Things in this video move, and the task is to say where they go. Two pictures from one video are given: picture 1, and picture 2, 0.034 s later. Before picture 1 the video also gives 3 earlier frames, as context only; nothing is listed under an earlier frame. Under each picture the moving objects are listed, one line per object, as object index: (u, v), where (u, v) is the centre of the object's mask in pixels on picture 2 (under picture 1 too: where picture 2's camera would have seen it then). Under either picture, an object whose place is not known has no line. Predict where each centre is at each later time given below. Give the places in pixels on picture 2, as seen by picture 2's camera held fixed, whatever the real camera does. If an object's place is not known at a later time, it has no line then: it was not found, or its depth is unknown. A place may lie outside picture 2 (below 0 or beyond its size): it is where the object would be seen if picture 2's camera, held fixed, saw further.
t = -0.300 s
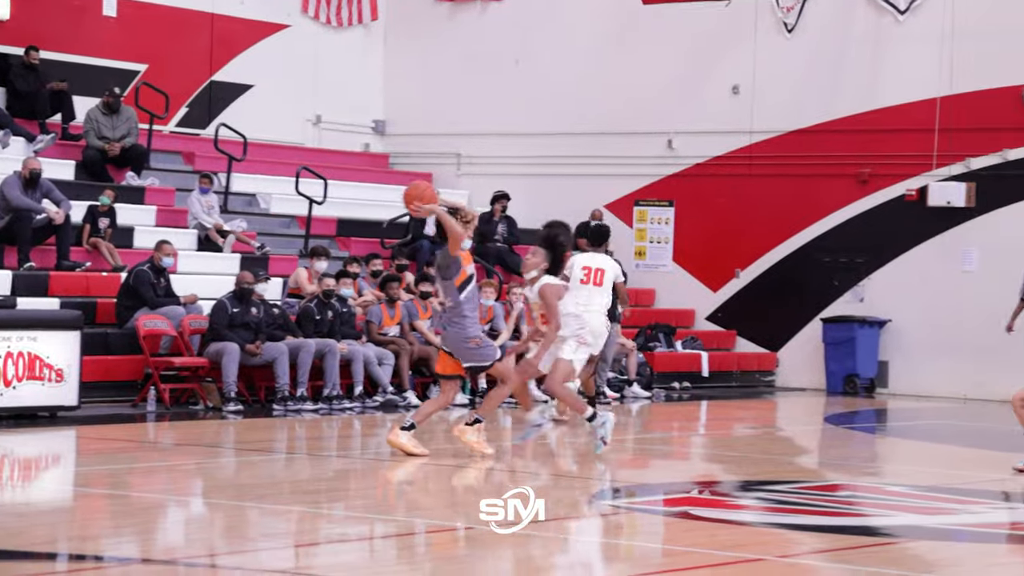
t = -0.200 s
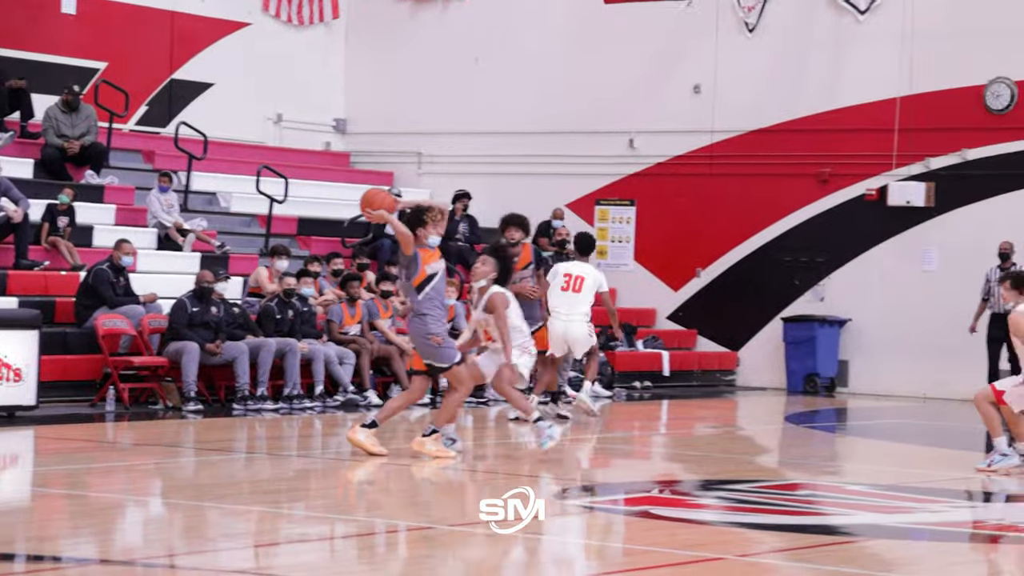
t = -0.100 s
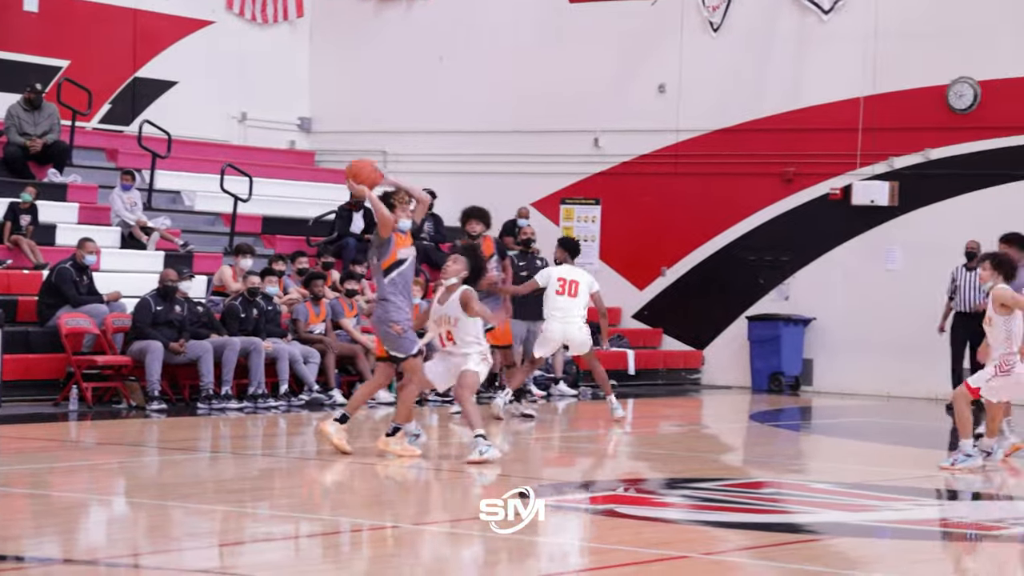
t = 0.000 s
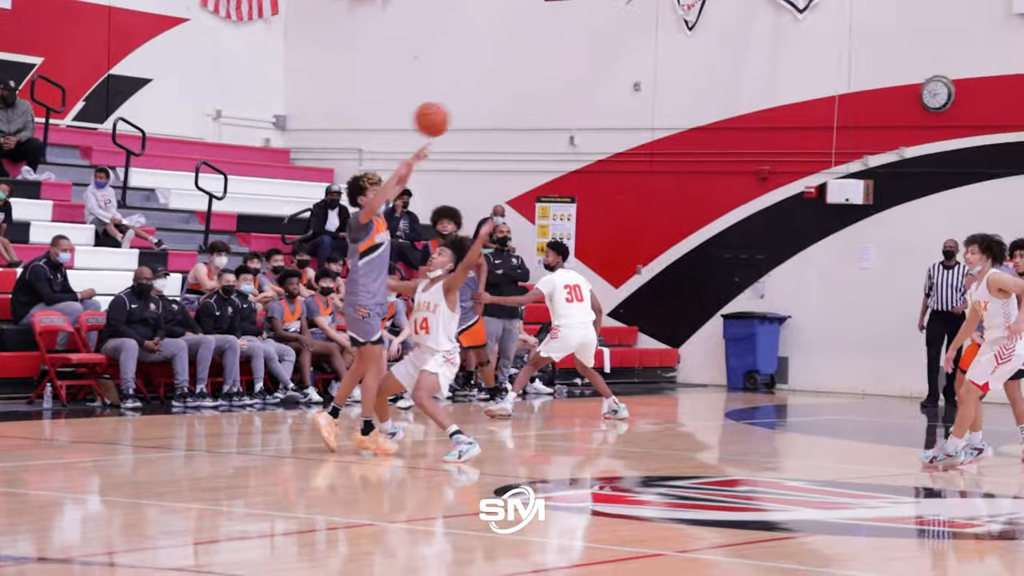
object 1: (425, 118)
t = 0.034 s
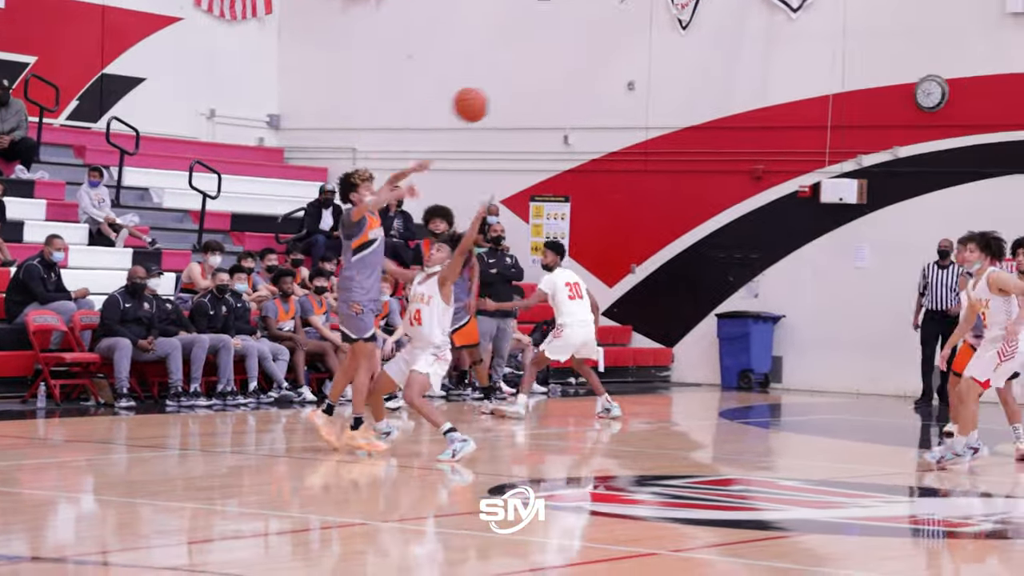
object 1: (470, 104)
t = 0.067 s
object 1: (516, 92)
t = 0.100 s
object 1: (562, 82)
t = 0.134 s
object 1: (609, 73)
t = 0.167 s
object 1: (657, 65)
